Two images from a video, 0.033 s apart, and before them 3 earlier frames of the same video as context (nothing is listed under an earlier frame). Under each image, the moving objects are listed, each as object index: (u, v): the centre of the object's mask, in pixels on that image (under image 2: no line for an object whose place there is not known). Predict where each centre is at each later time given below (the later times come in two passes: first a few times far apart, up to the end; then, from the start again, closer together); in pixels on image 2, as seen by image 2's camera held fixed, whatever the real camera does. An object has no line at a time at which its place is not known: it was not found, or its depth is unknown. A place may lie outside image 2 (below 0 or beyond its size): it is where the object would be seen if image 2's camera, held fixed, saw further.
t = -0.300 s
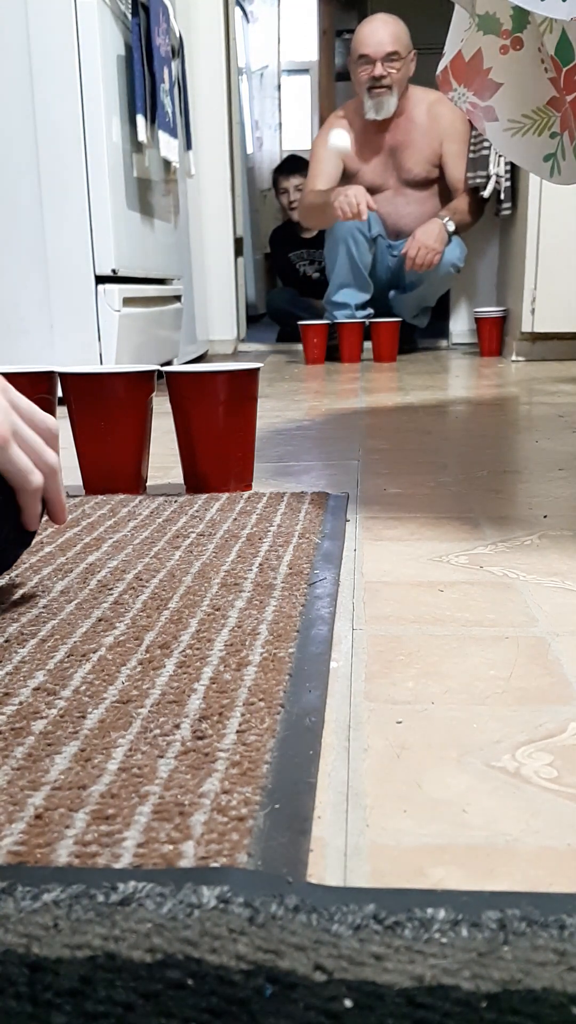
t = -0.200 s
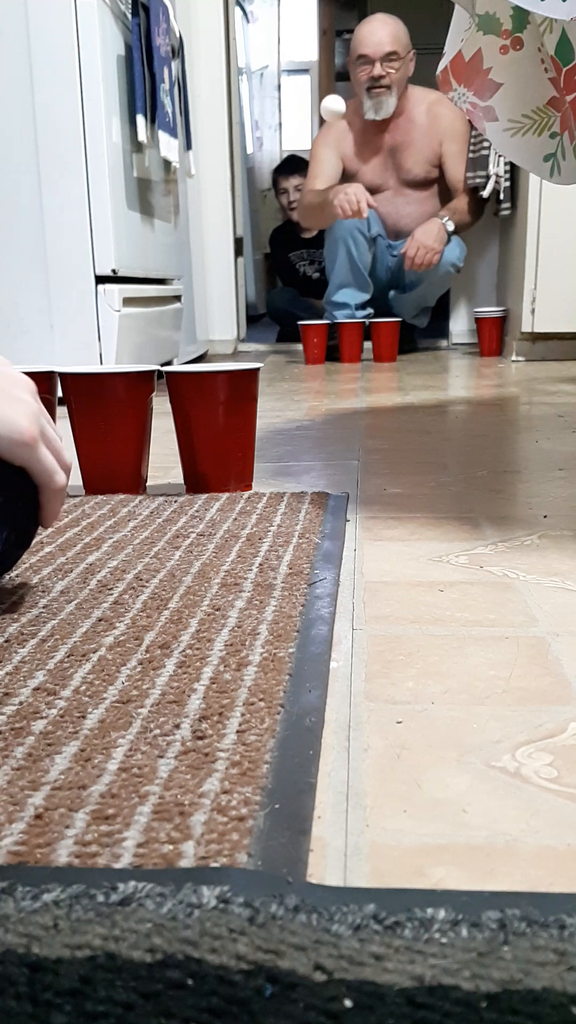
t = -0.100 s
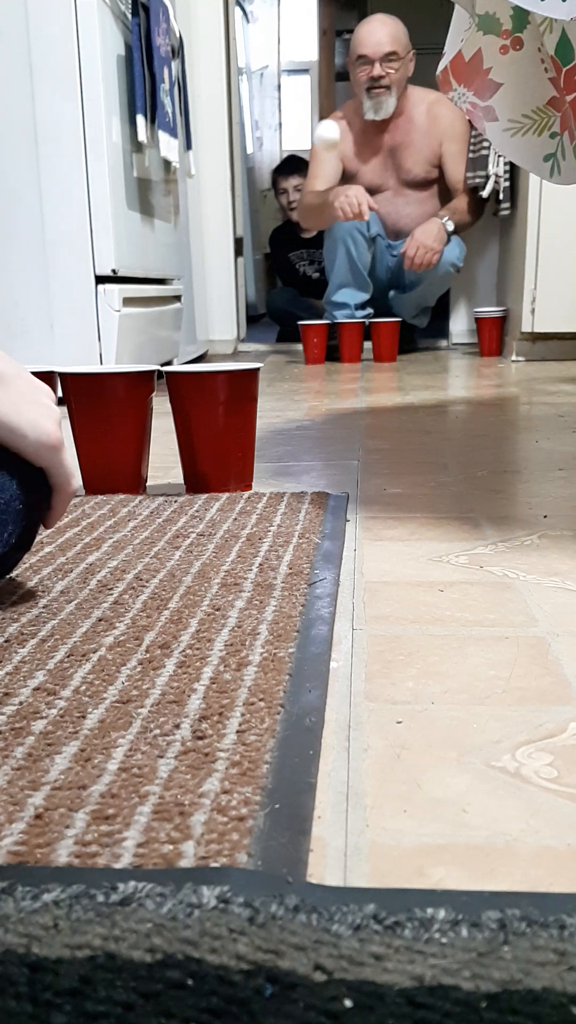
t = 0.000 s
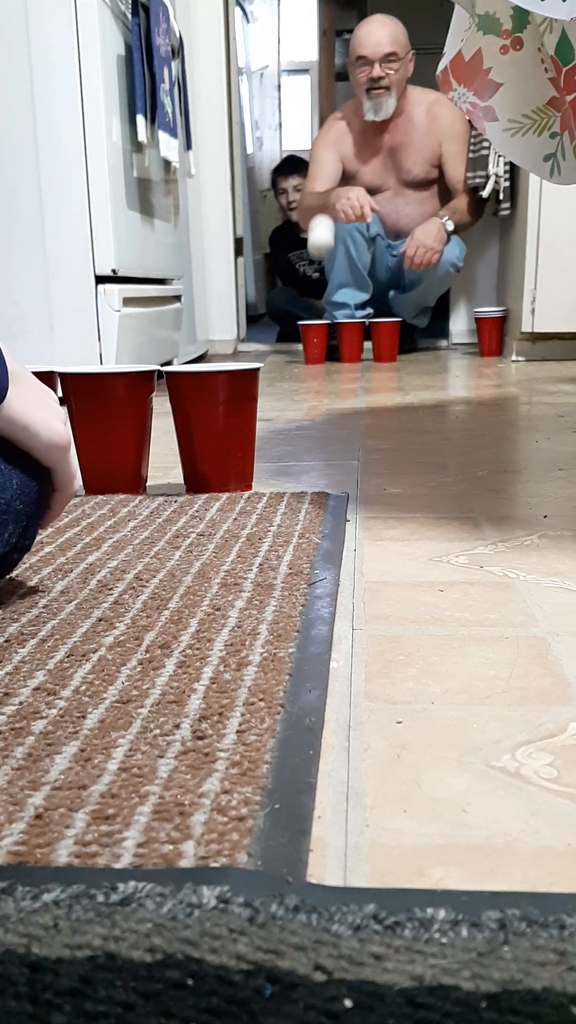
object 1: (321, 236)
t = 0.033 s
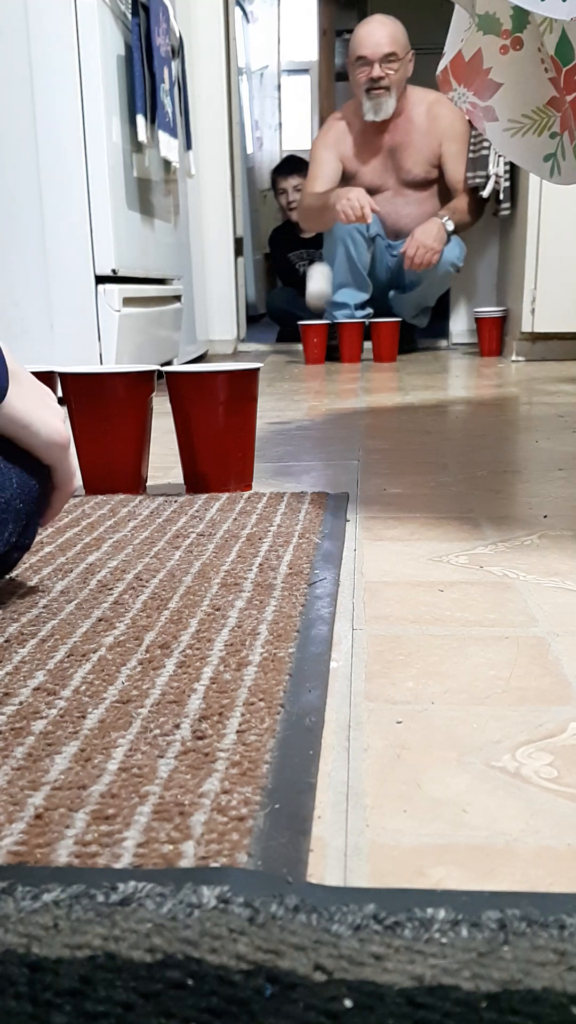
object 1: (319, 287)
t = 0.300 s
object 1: (284, 177)
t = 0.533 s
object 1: (249, 276)
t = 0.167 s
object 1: (305, 315)
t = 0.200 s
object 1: (300, 271)
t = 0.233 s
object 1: (295, 232)
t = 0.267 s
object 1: (289, 198)
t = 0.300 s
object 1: (284, 177)
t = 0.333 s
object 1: (279, 161)
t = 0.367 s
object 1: (272, 155)
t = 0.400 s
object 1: (266, 159)
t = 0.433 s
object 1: (261, 173)
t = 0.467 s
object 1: (256, 196)
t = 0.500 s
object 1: (251, 232)
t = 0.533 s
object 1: (249, 276)
